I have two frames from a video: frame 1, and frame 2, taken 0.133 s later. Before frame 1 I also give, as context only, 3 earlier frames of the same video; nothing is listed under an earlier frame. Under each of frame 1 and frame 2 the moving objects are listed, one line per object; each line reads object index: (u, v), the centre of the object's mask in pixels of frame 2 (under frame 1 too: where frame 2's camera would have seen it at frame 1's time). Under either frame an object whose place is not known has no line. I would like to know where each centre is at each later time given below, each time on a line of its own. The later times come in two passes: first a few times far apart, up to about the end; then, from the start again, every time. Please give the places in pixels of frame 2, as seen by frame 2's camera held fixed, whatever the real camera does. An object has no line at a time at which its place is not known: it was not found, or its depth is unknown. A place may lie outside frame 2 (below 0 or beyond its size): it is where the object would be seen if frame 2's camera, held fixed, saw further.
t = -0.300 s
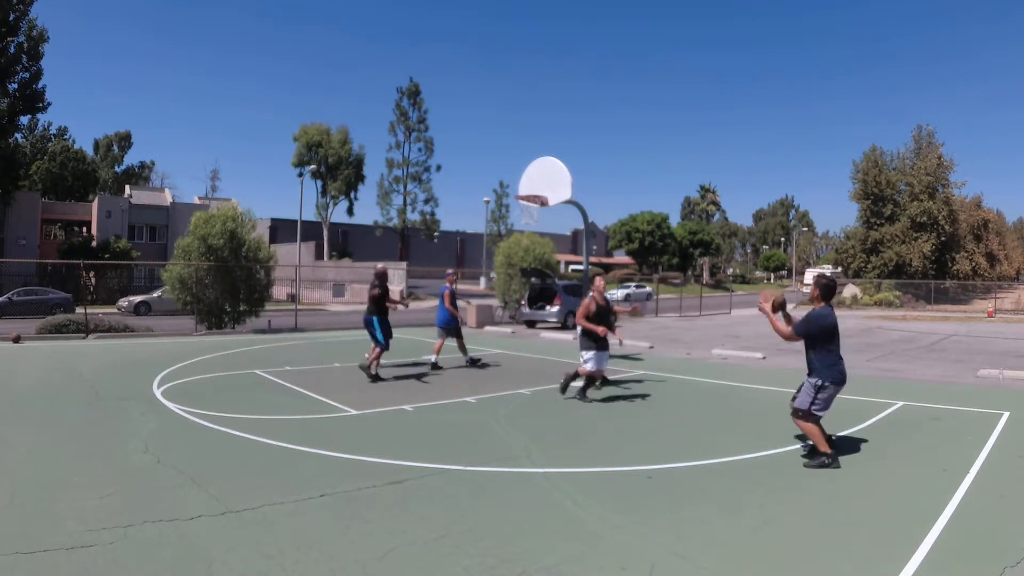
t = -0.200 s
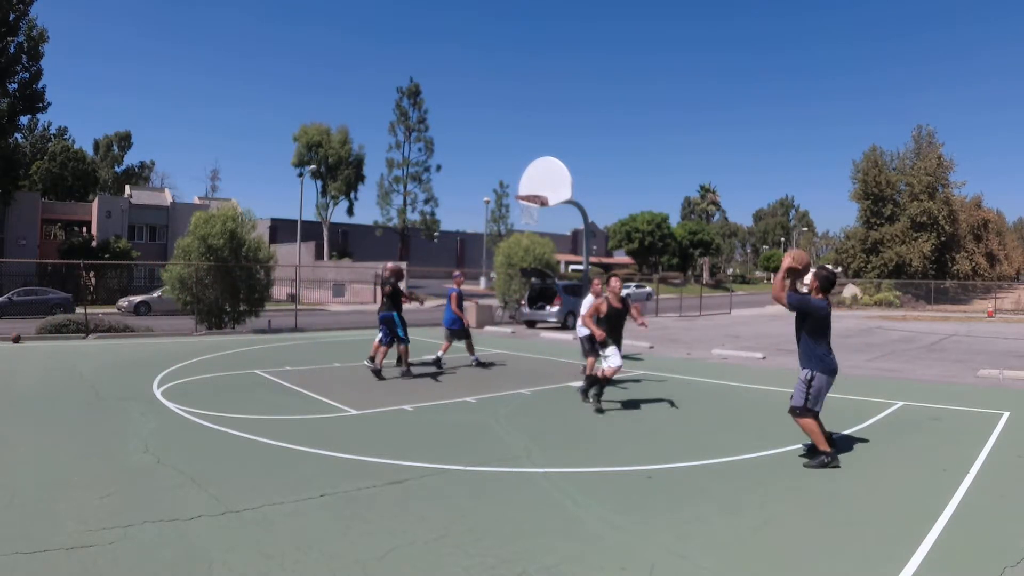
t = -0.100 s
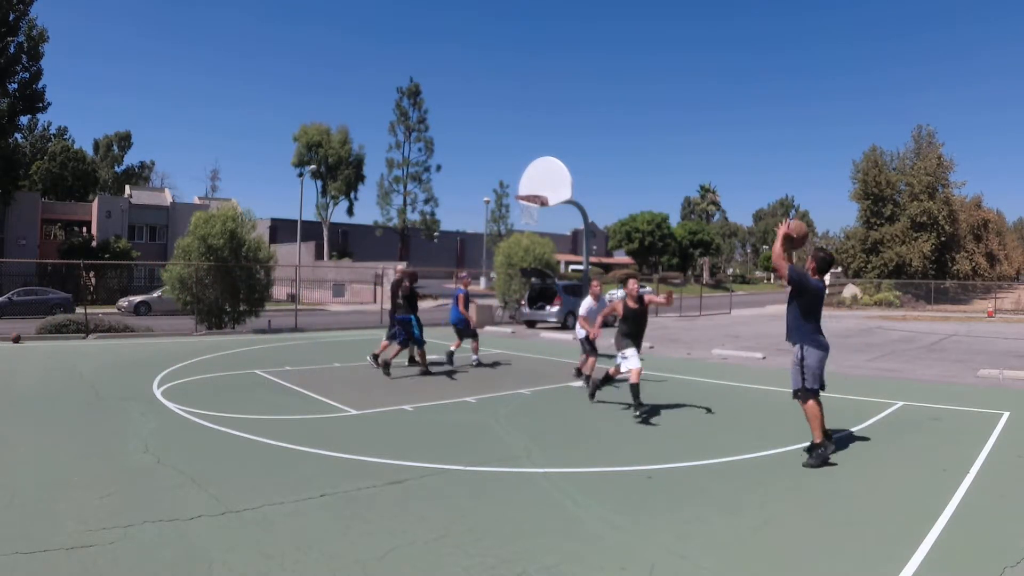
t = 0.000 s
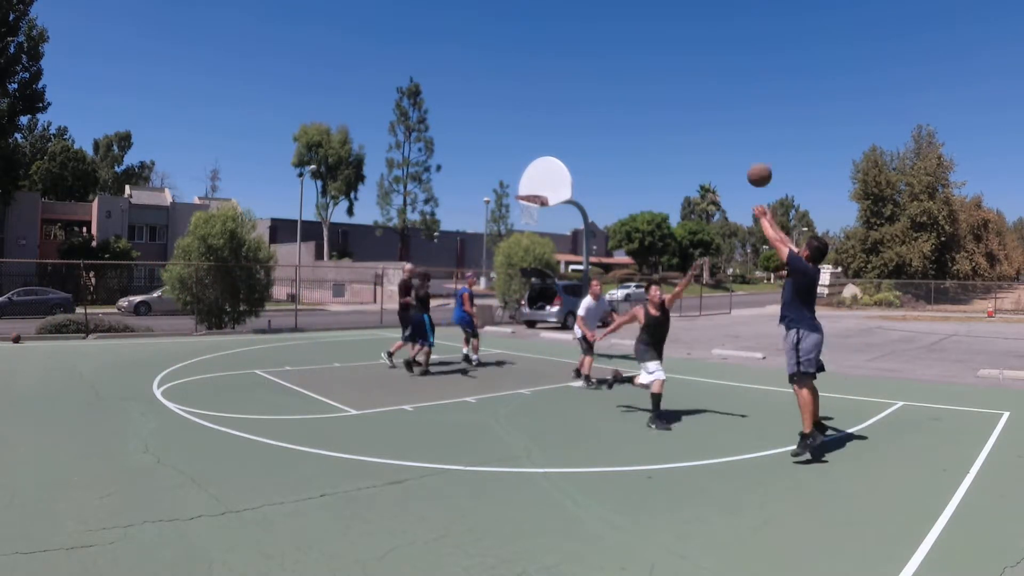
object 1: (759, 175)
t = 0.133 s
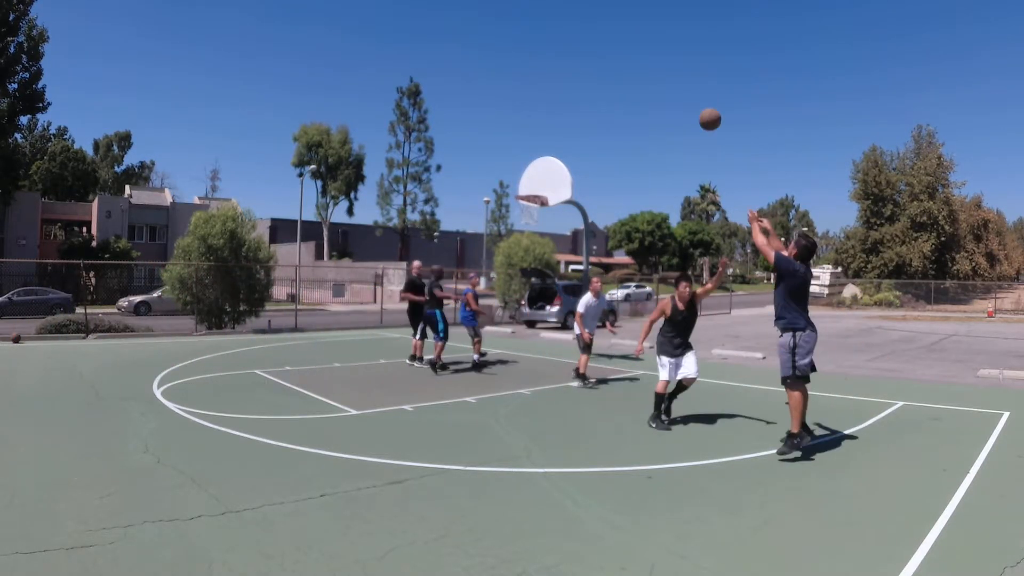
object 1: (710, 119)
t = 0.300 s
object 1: (660, 85)
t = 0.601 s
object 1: (594, 89)
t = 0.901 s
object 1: (548, 144)
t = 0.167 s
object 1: (699, 110)
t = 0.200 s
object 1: (688, 102)
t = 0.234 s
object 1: (678, 95)
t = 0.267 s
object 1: (669, 90)
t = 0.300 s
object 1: (660, 85)
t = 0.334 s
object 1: (651, 82)
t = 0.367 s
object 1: (643, 80)
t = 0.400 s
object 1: (635, 79)
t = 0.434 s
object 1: (628, 79)
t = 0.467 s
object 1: (621, 79)
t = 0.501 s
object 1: (614, 81)
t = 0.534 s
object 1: (607, 83)
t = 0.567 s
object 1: (600, 86)
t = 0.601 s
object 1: (594, 89)
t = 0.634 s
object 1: (588, 93)
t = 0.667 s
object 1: (583, 97)
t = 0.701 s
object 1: (578, 102)
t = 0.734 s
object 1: (573, 109)
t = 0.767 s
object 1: (567, 114)
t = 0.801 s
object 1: (562, 121)
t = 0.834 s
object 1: (557, 128)
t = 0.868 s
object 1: (553, 136)
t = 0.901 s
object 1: (548, 144)
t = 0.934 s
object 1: (544, 152)
